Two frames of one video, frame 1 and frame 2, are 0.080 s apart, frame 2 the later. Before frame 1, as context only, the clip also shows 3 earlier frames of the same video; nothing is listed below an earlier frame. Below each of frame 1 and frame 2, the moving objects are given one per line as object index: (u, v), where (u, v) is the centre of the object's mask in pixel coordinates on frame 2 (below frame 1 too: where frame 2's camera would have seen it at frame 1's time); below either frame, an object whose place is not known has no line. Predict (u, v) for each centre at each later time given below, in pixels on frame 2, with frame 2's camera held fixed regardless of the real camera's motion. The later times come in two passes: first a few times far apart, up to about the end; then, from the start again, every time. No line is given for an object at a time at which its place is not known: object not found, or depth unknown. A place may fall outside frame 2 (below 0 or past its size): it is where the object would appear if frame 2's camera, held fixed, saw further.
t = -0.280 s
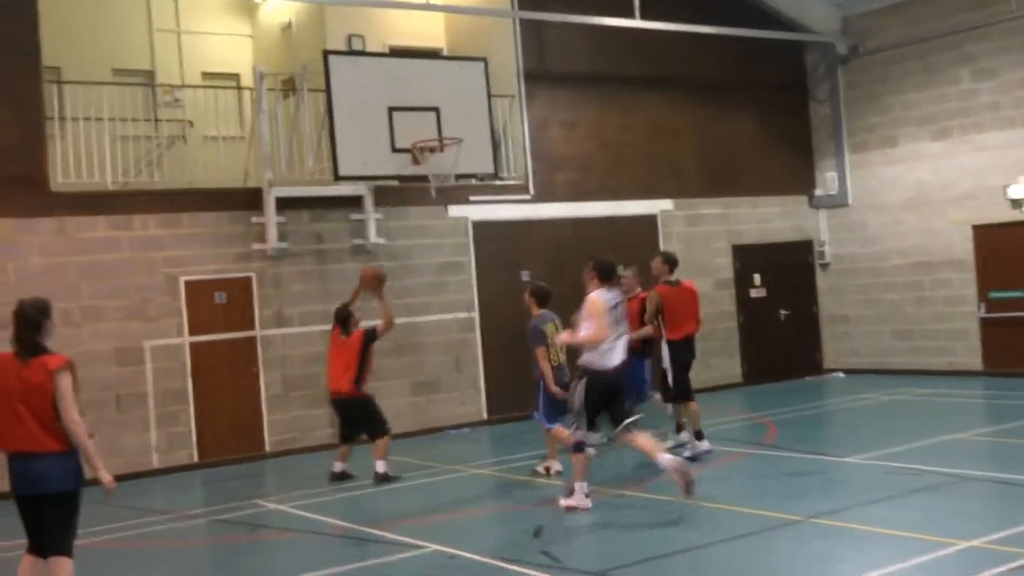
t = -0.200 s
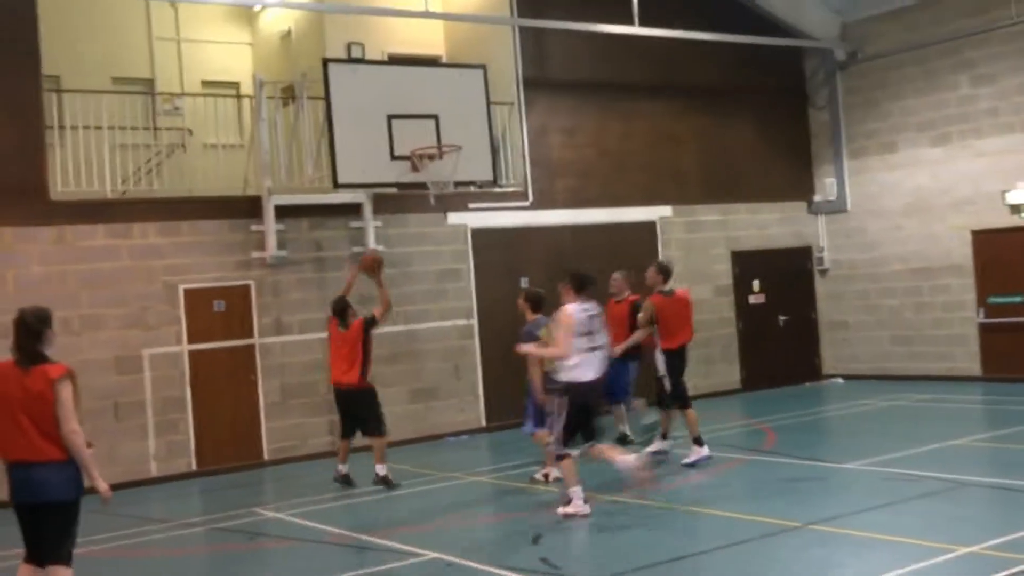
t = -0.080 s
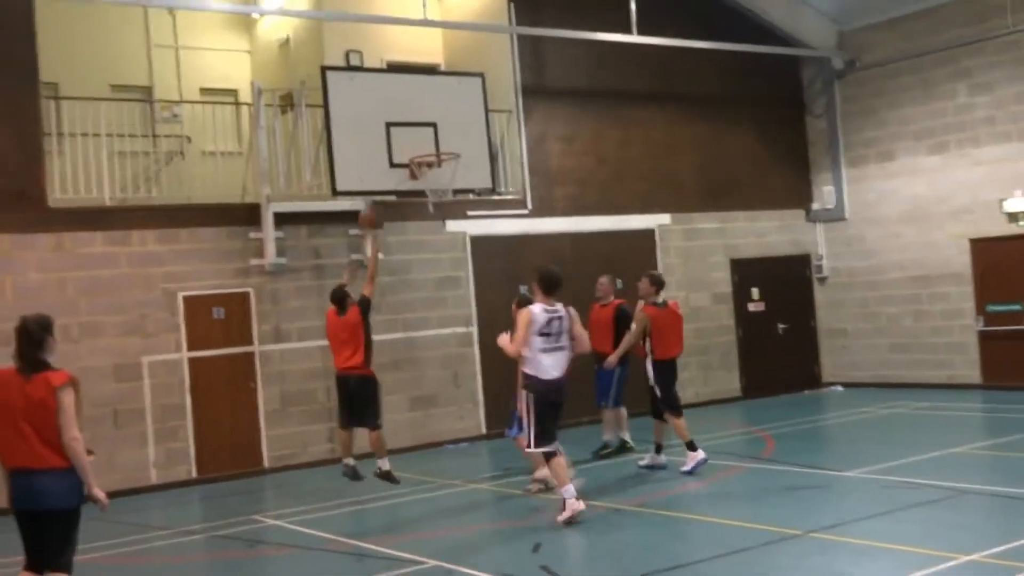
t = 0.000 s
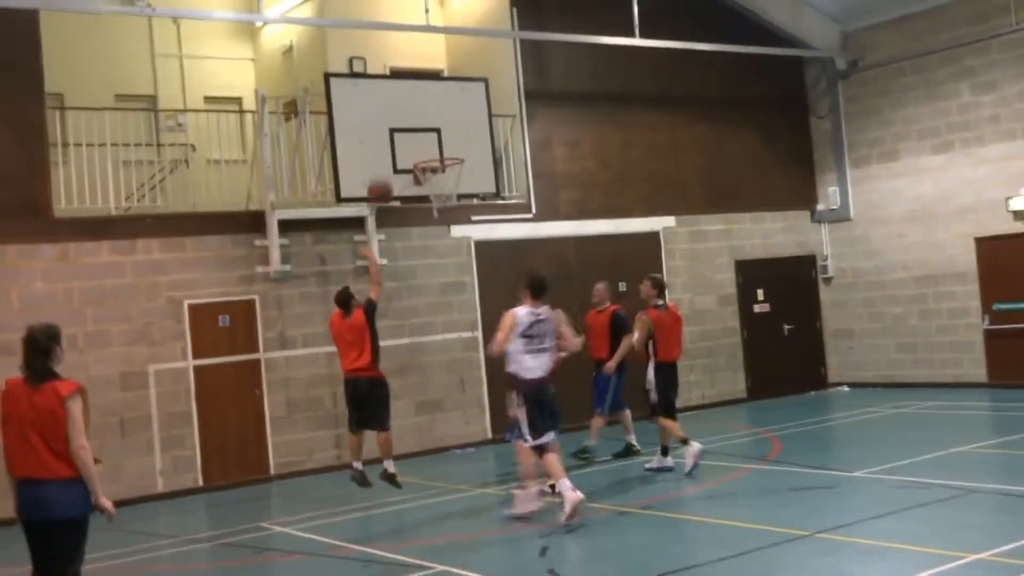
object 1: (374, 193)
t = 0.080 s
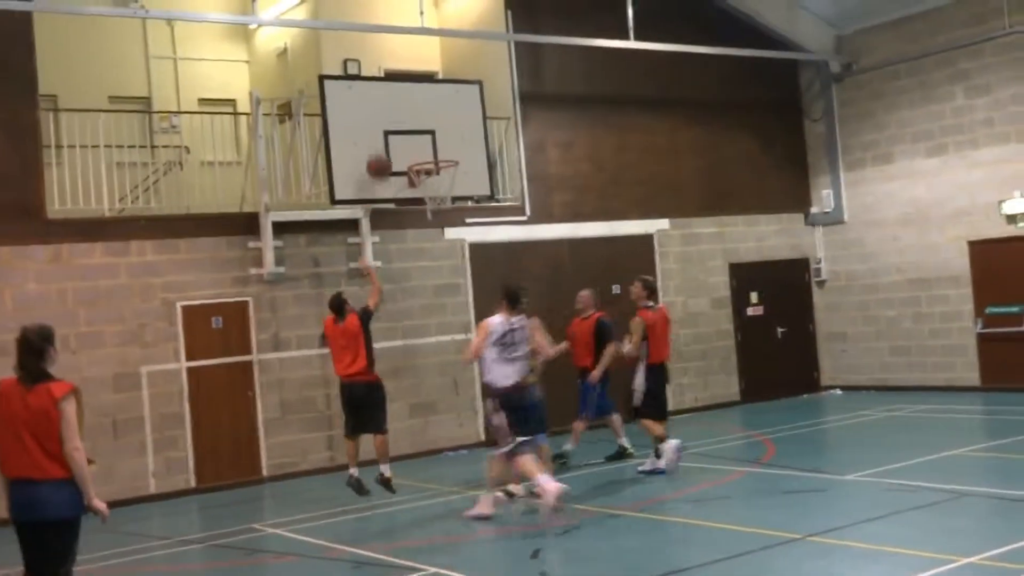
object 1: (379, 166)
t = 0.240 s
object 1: (389, 134)
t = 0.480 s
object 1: (421, 141)
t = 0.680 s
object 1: (450, 188)
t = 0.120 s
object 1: (381, 157)
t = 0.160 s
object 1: (384, 147)
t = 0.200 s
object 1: (387, 139)
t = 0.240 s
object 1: (389, 134)
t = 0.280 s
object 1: (393, 131)
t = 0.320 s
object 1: (400, 129)
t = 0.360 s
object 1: (405, 129)
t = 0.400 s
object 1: (410, 131)
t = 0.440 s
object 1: (416, 135)
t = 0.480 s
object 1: (421, 141)
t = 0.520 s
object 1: (429, 147)
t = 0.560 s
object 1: (435, 154)
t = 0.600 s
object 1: (443, 165)
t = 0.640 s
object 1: (446, 175)
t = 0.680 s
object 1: (450, 188)
